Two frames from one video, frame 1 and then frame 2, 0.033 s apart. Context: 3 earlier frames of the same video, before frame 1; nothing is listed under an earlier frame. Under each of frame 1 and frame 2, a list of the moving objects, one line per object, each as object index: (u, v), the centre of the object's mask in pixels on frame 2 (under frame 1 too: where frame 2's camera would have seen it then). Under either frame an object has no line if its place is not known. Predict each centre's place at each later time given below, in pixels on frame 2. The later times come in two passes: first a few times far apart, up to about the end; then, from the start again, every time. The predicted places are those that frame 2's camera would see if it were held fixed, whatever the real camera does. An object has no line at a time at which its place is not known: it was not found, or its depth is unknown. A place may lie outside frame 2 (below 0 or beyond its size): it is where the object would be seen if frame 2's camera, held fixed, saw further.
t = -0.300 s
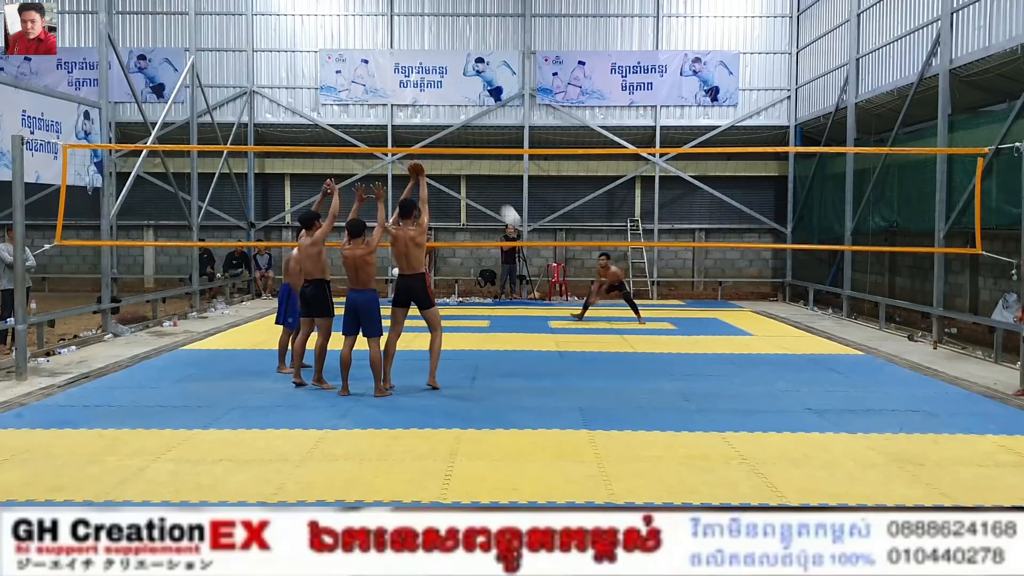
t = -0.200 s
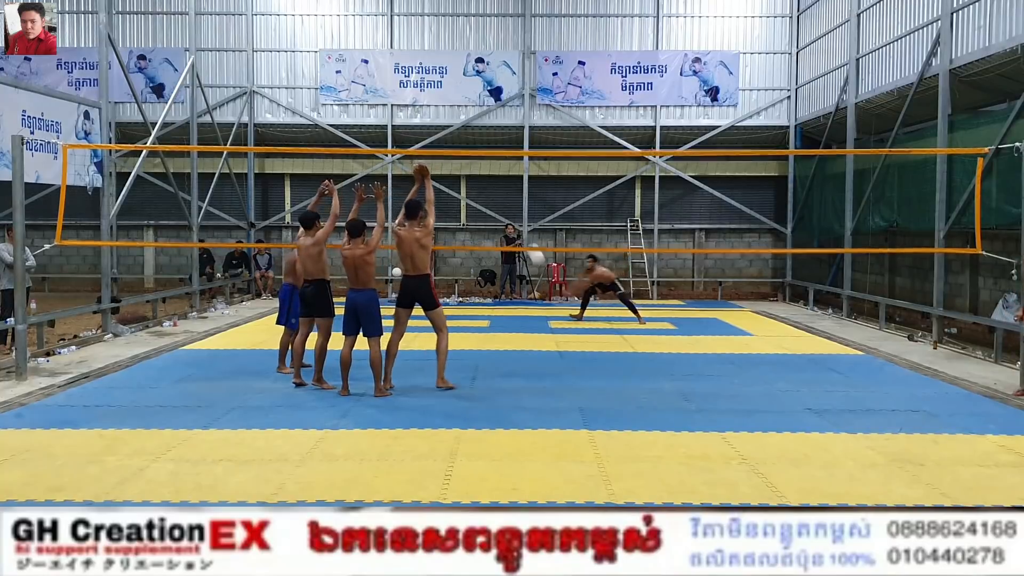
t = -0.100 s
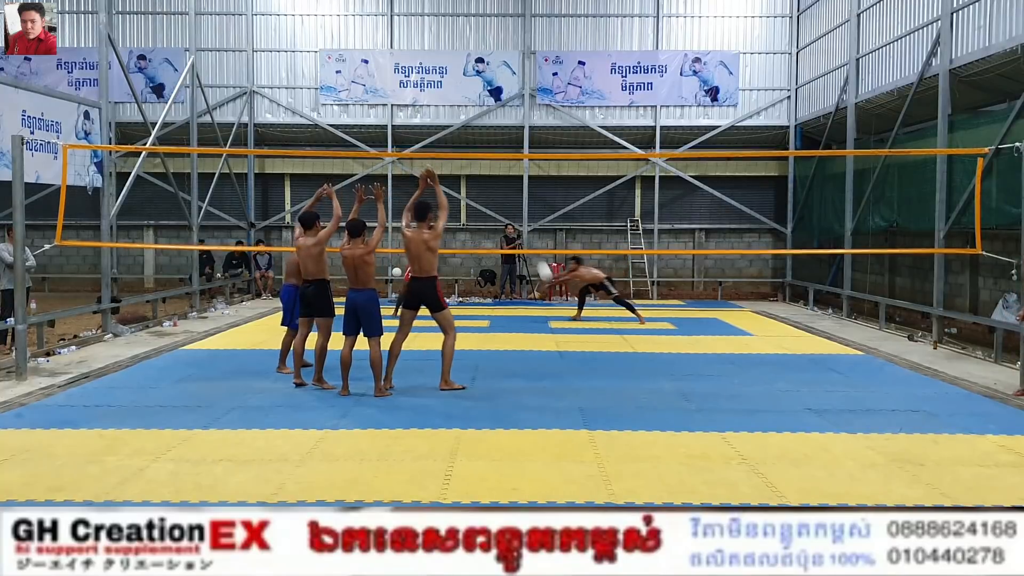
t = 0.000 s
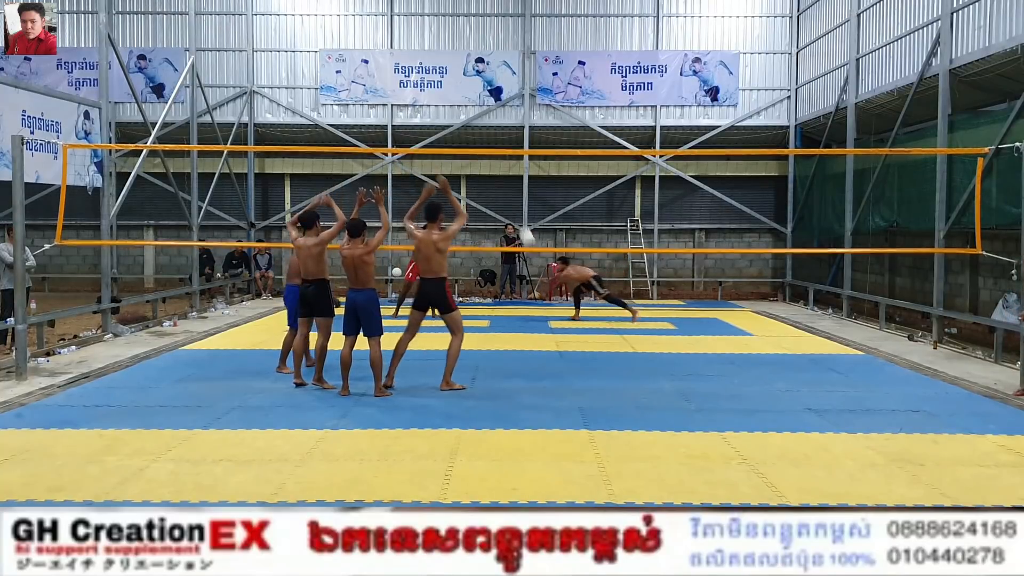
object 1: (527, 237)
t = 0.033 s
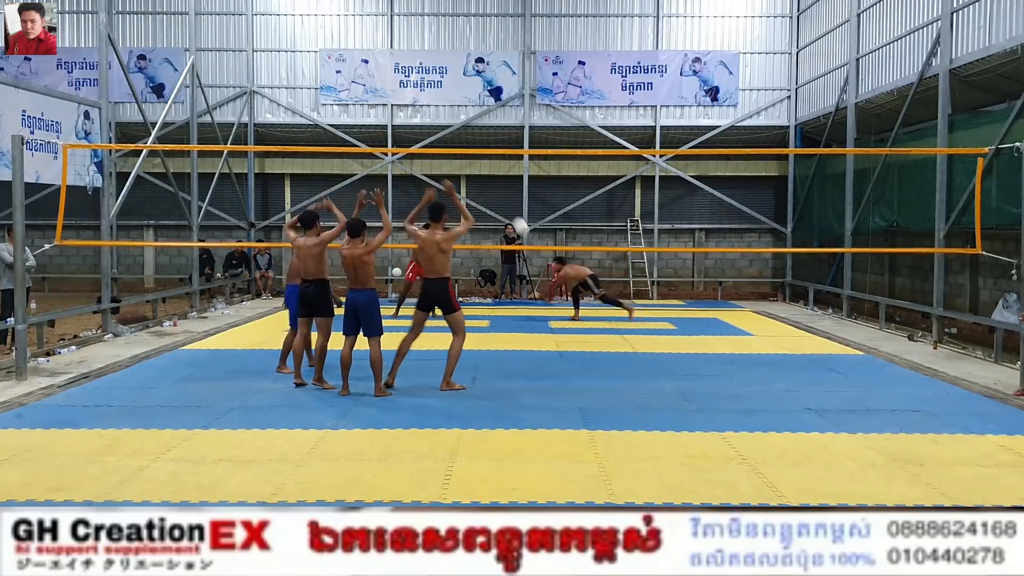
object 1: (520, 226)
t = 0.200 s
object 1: (489, 181)
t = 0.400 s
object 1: (448, 143)
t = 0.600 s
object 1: (405, 132)
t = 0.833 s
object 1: (347, 149)
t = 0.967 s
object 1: (310, 183)
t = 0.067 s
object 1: (515, 217)
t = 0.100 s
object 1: (508, 207)
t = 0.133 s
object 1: (502, 198)
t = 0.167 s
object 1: (495, 189)
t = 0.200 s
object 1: (489, 181)
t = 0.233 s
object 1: (482, 174)
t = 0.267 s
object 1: (476, 167)
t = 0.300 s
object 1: (470, 161)
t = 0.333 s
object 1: (462, 155)
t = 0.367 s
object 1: (455, 149)
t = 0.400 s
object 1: (448, 143)
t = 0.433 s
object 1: (442, 141)
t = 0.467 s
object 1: (435, 138)
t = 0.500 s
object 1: (427, 135)
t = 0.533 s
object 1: (420, 133)
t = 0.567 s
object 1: (413, 133)
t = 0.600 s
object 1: (405, 132)
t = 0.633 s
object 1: (397, 132)
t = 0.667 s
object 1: (389, 134)
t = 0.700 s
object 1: (379, 136)
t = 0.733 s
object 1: (373, 138)
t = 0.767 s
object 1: (364, 142)
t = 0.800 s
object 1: (356, 146)
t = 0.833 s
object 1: (347, 149)
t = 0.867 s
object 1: (339, 155)
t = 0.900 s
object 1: (329, 167)
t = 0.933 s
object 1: (320, 173)
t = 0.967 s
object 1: (310, 183)
